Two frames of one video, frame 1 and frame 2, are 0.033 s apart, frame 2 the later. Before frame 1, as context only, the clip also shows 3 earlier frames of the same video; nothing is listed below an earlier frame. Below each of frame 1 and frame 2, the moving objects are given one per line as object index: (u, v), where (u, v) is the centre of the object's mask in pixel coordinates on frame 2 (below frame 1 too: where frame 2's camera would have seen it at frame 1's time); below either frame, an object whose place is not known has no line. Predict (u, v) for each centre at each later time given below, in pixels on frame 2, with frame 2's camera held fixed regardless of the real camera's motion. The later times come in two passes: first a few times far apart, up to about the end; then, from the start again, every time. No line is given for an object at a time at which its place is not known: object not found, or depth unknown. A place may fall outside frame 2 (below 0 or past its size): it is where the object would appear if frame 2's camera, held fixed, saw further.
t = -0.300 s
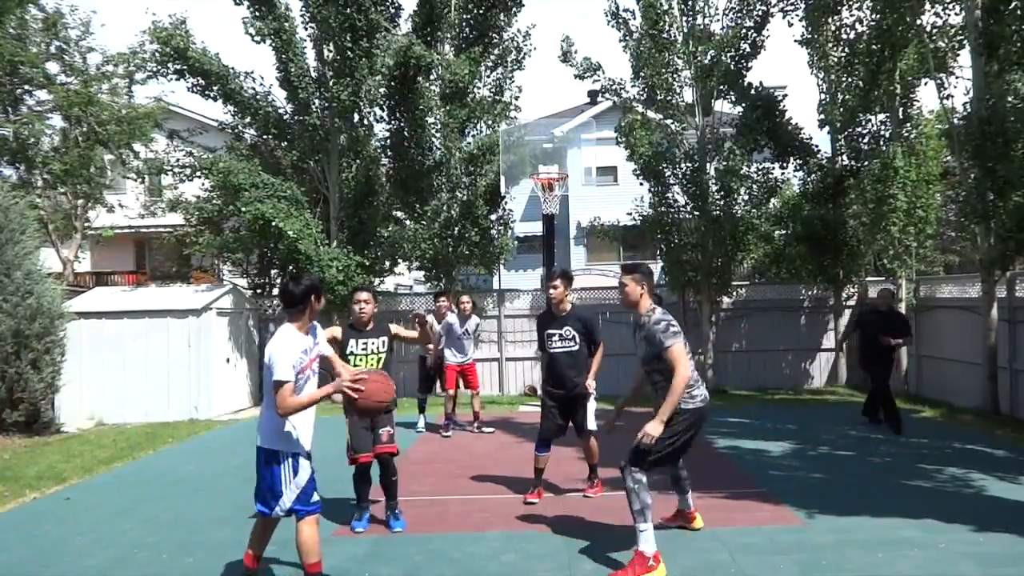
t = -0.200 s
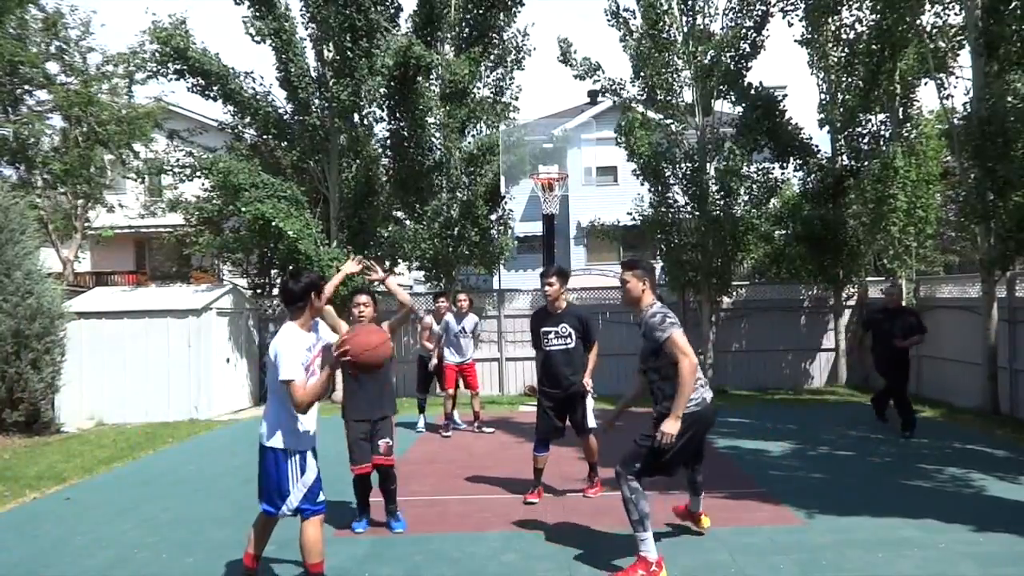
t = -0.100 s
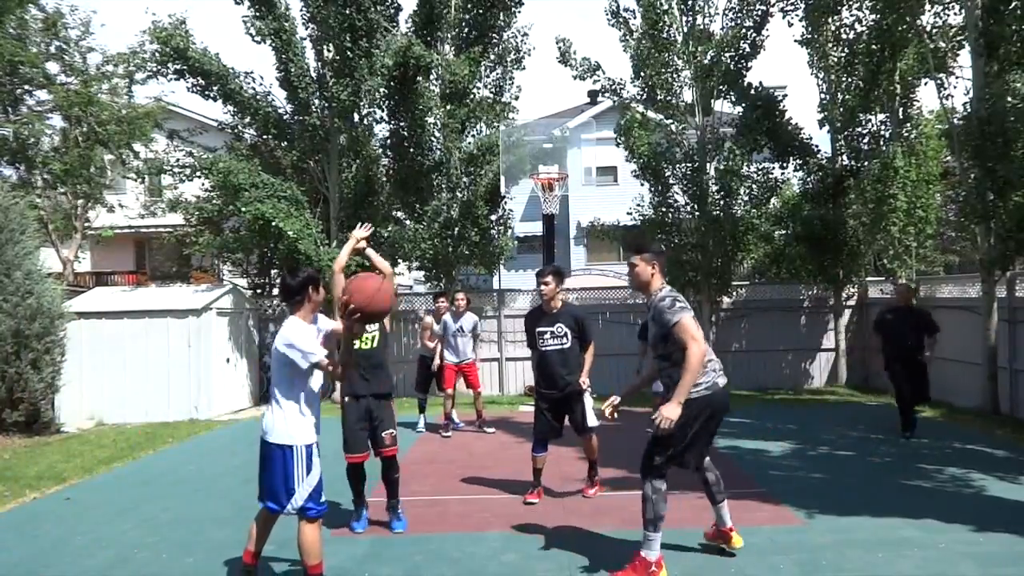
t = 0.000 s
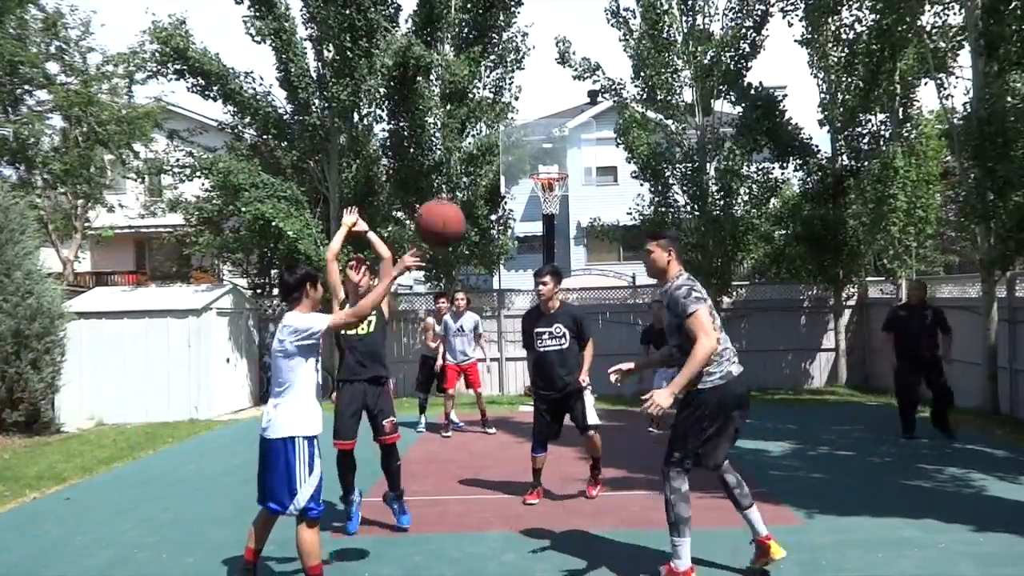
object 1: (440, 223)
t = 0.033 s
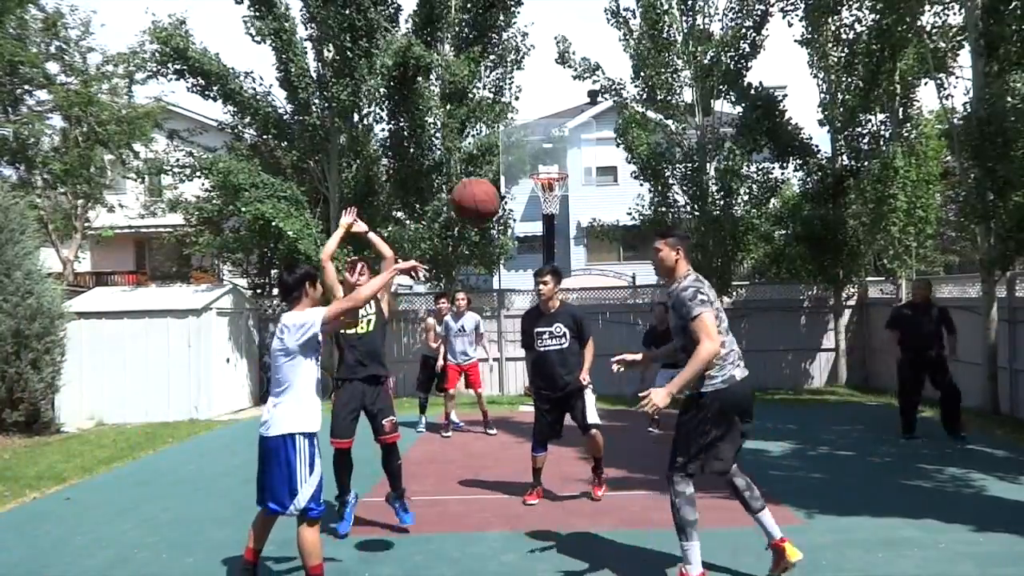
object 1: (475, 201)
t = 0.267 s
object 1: (679, 125)
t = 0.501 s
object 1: (827, 151)
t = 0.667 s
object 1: (914, 210)
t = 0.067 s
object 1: (509, 182)
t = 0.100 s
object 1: (541, 167)
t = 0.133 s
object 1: (570, 154)
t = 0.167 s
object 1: (599, 143)
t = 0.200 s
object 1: (627, 135)
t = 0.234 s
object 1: (653, 129)
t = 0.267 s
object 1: (679, 125)
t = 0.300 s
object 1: (703, 124)
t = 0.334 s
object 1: (726, 125)
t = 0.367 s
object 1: (748, 126)
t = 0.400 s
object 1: (769, 130)
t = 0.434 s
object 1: (789, 137)
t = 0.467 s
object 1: (810, 142)
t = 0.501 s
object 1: (827, 151)
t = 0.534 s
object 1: (847, 161)
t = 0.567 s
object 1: (864, 170)
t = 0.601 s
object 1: (881, 182)
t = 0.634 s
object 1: (896, 195)
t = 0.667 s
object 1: (914, 210)
